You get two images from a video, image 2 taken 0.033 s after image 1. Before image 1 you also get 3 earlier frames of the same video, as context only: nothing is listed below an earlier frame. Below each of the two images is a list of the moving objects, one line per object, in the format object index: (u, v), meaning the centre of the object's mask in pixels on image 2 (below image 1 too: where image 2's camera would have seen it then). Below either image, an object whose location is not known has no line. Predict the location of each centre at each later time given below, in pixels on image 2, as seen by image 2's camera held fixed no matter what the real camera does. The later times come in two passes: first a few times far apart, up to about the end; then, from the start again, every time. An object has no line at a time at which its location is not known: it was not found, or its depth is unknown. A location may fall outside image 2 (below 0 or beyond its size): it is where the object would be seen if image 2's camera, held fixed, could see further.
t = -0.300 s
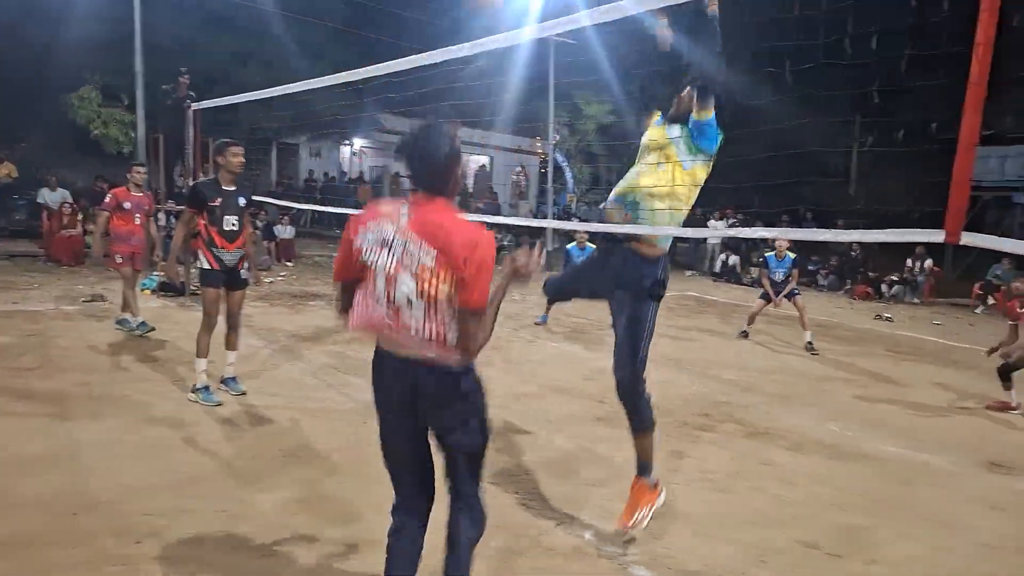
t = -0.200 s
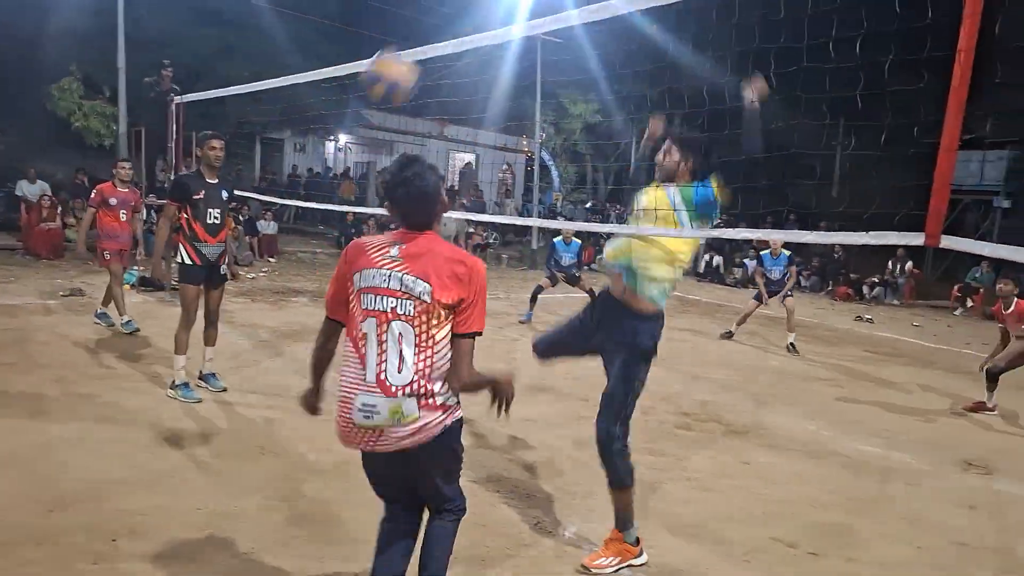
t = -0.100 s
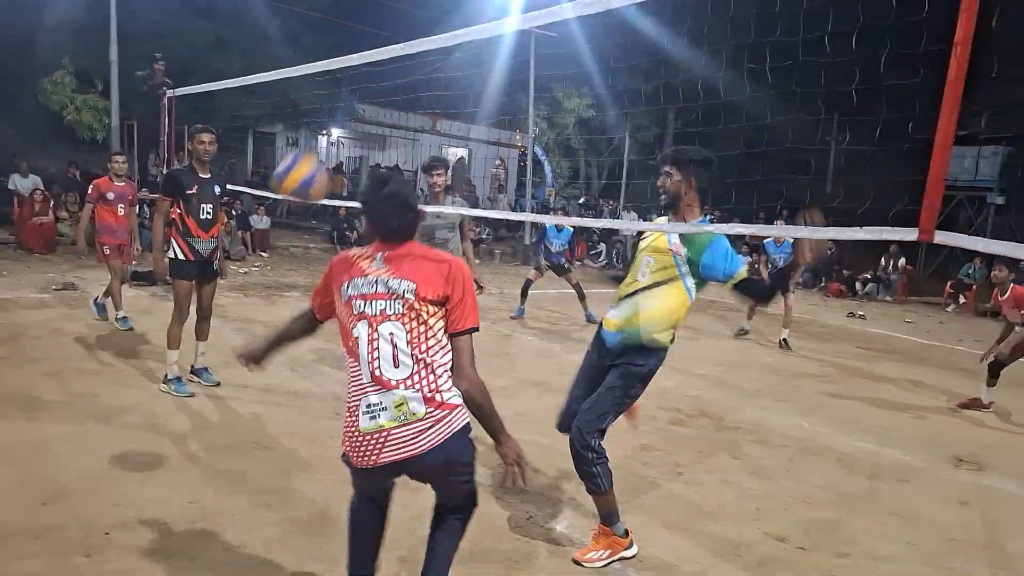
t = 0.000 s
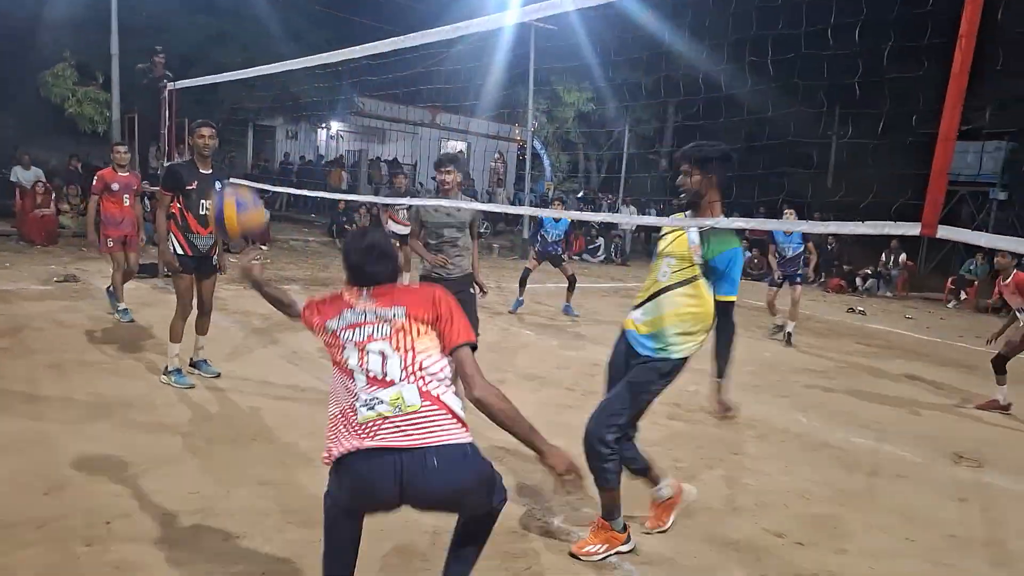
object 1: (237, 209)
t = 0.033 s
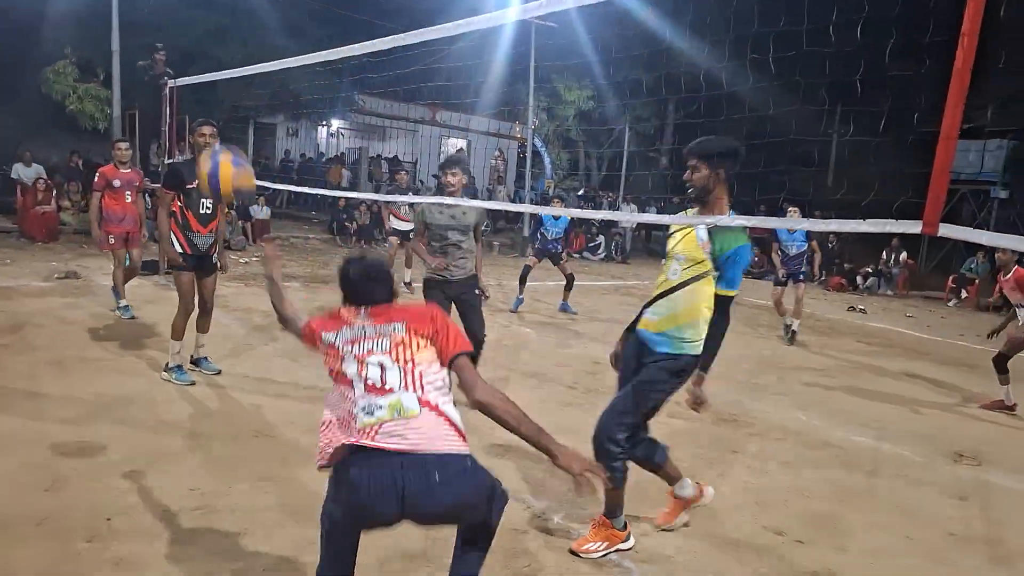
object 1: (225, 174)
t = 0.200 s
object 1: (172, 53)
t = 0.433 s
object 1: (107, 18)
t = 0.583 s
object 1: (68, 57)
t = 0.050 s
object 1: (220, 156)
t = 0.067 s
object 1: (215, 142)
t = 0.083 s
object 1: (210, 128)
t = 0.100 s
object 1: (205, 113)
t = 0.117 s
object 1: (200, 103)
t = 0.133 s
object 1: (195, 92)
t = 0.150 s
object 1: (189, 80)
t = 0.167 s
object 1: (183, 69)
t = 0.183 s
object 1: (177, 59)
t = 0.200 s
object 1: (172, 53)
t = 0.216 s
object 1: (167, 47)
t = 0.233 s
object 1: (163, 40)
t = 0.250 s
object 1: (158, 34)
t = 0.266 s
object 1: (152, 29)
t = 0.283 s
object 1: (148, 25)
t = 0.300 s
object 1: (143, 22)
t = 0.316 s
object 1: (139, 20)
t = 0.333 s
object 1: (135, 19)
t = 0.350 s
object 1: (130, 18)
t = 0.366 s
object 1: (126, 17)
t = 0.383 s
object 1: (121, 17)
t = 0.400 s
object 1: (116, 17)
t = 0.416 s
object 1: (111, 17)
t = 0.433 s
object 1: (107, 18)
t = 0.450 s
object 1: (103, 19)
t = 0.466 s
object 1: (98, 20)
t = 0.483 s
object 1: (93, 25)
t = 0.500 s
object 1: (89, 29)
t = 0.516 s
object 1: (84, 32)
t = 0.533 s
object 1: (79, 38)
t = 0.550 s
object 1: (75, 43)
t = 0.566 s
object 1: (72, 49)
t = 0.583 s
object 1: (68, 57)
